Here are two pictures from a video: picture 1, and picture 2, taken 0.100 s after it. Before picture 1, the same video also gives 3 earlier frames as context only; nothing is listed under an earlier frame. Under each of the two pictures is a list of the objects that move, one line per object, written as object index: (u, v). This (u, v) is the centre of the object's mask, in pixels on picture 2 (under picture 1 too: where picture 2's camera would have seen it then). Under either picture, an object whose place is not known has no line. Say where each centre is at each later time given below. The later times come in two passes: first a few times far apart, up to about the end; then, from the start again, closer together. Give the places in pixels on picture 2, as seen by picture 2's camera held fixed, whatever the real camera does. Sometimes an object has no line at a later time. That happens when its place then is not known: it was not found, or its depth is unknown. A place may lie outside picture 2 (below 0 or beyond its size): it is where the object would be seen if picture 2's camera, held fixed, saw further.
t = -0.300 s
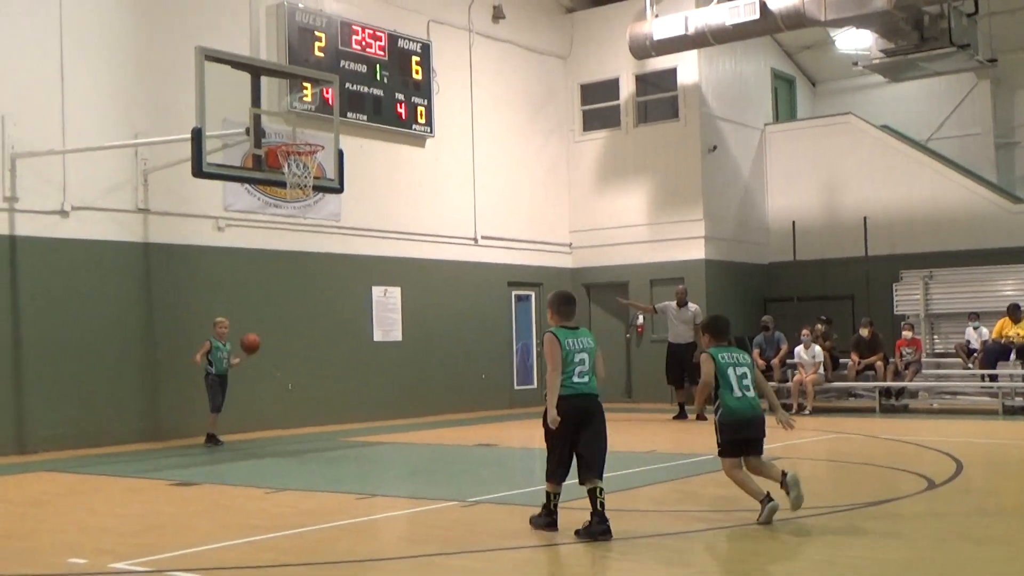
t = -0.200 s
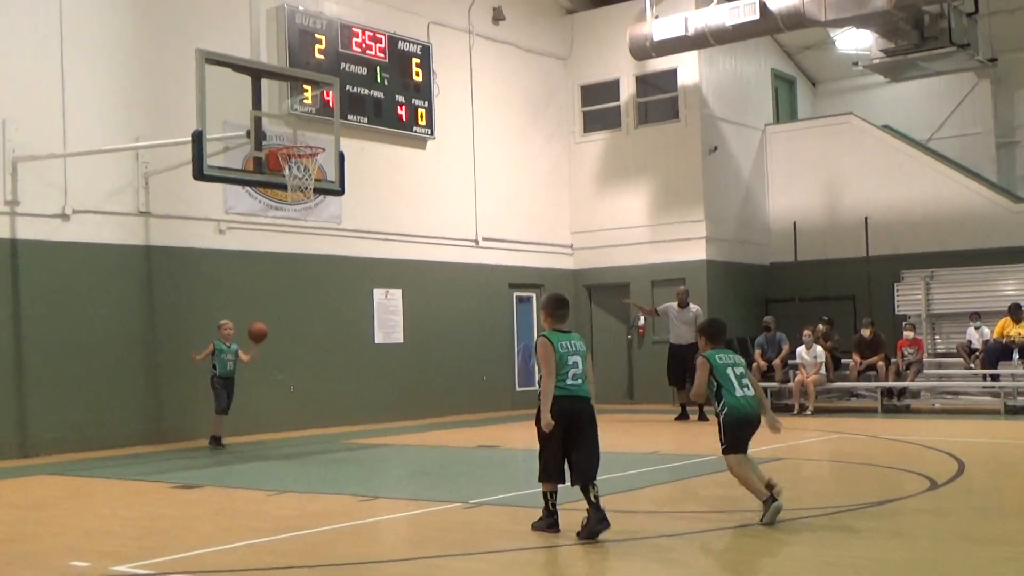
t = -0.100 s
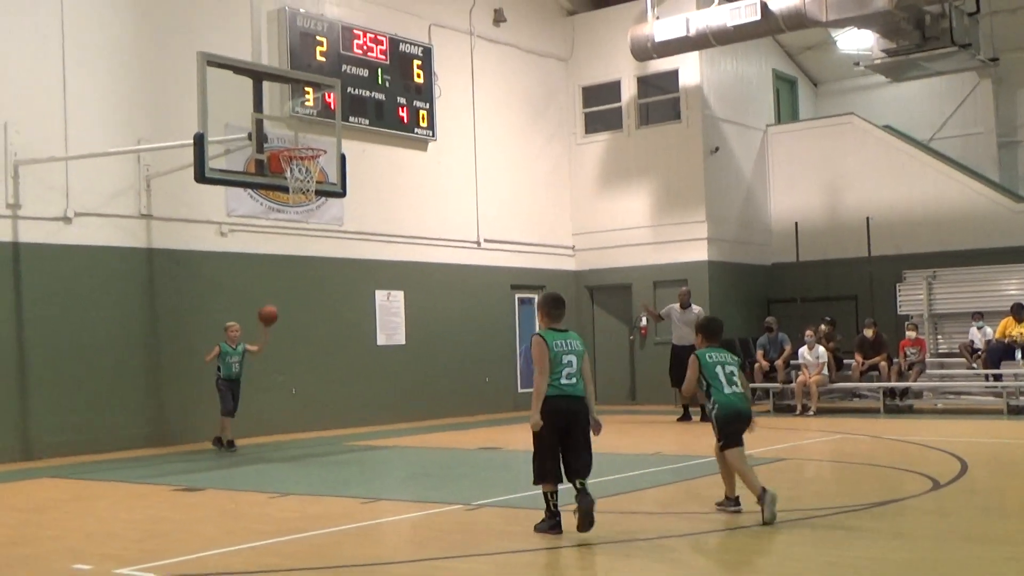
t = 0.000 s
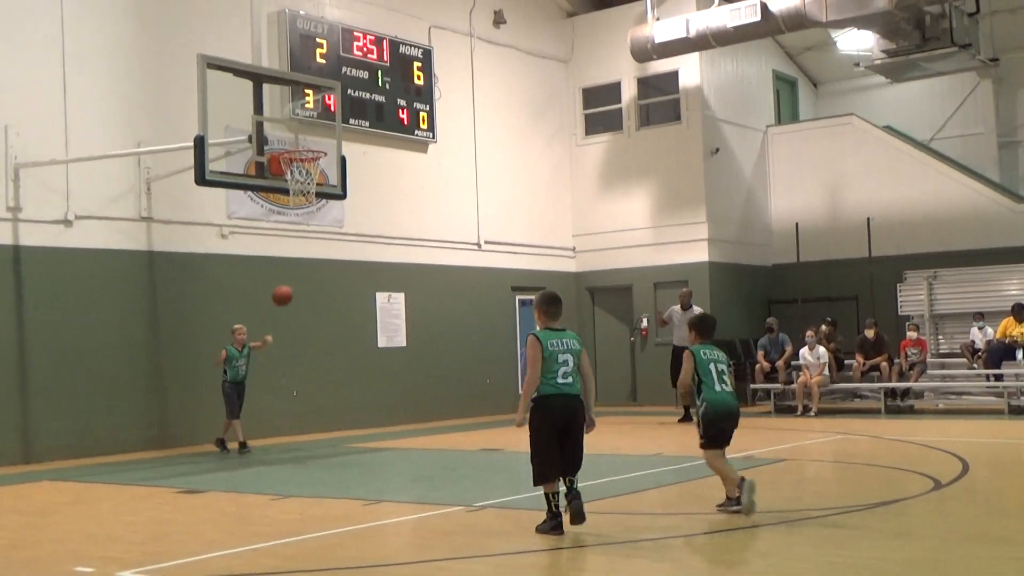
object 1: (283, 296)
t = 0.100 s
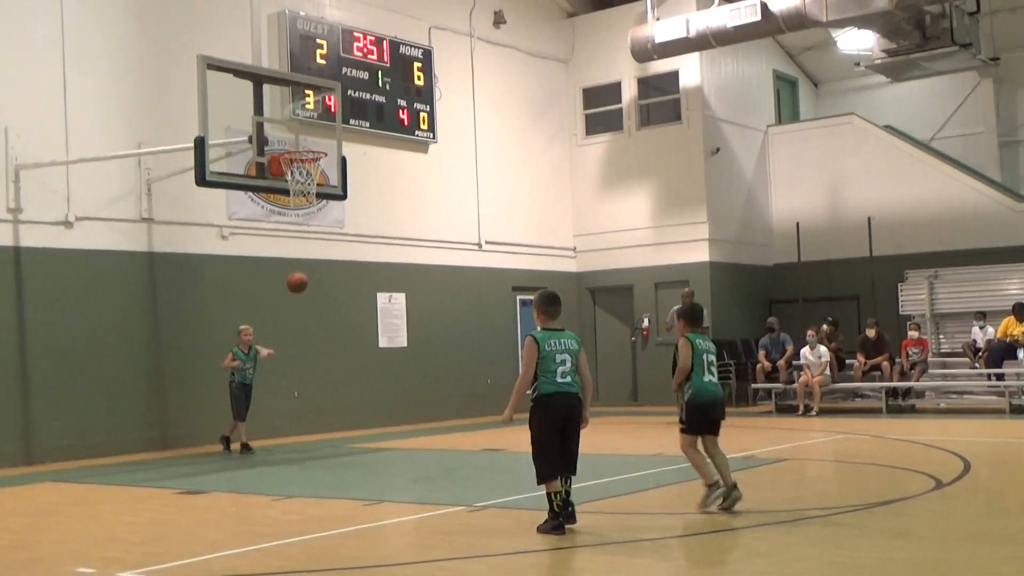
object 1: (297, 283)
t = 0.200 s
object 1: (312, 278)
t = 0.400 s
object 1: (347, 294)
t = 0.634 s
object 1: (394, 368)
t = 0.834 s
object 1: (435, 444)
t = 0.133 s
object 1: (302, 280)
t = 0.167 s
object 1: (307, 278)
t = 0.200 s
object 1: (312, 278)
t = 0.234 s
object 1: (317, 278)
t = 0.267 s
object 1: (323, 279)
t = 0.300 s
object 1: (329, 281)
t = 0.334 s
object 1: (335, 284)
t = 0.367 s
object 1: (341, 289)
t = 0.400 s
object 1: (347, 294)
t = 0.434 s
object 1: (353, 301)
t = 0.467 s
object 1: (359, 309)
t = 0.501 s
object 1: (365, 318)
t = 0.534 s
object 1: (372, 329)
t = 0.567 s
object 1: (379, 341)
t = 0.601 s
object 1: (387, 355)
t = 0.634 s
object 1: (394, 368)
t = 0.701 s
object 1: (409, 402)
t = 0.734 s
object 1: (417, 422)
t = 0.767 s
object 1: (425, 445)
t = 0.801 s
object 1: (432, 461)
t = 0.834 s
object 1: (435, 444)
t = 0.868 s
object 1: (438, 427)
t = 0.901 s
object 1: (442, 412)
